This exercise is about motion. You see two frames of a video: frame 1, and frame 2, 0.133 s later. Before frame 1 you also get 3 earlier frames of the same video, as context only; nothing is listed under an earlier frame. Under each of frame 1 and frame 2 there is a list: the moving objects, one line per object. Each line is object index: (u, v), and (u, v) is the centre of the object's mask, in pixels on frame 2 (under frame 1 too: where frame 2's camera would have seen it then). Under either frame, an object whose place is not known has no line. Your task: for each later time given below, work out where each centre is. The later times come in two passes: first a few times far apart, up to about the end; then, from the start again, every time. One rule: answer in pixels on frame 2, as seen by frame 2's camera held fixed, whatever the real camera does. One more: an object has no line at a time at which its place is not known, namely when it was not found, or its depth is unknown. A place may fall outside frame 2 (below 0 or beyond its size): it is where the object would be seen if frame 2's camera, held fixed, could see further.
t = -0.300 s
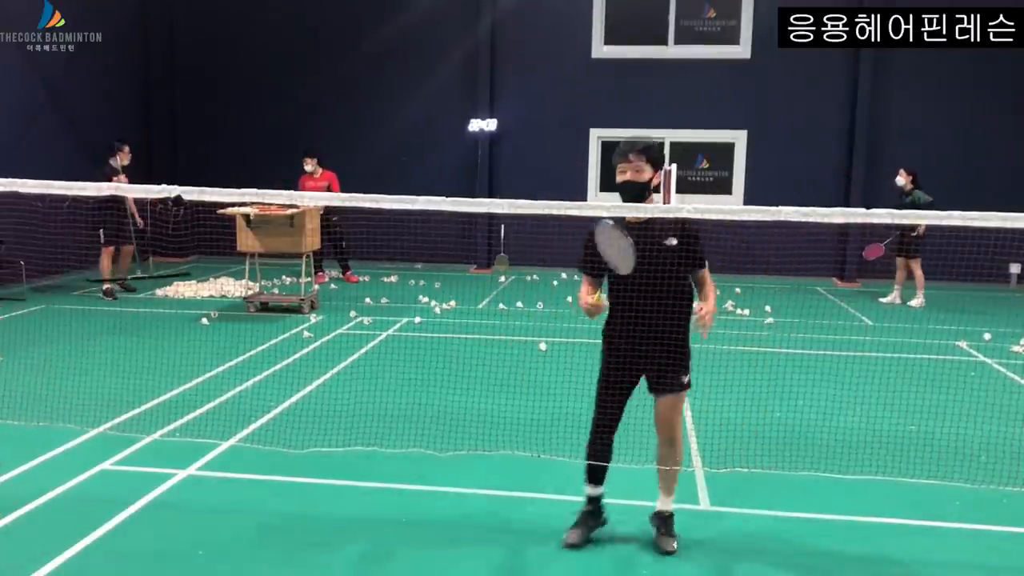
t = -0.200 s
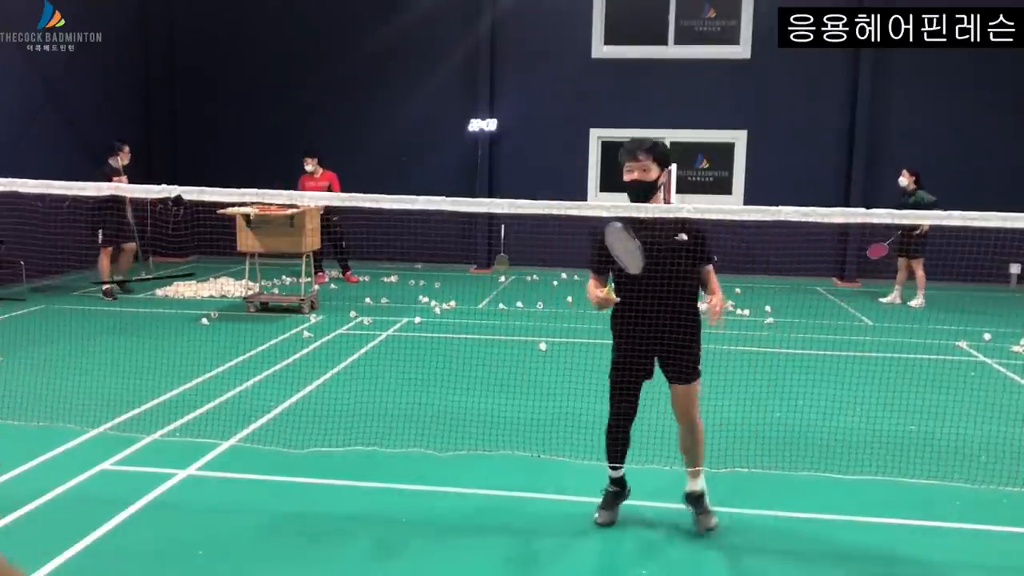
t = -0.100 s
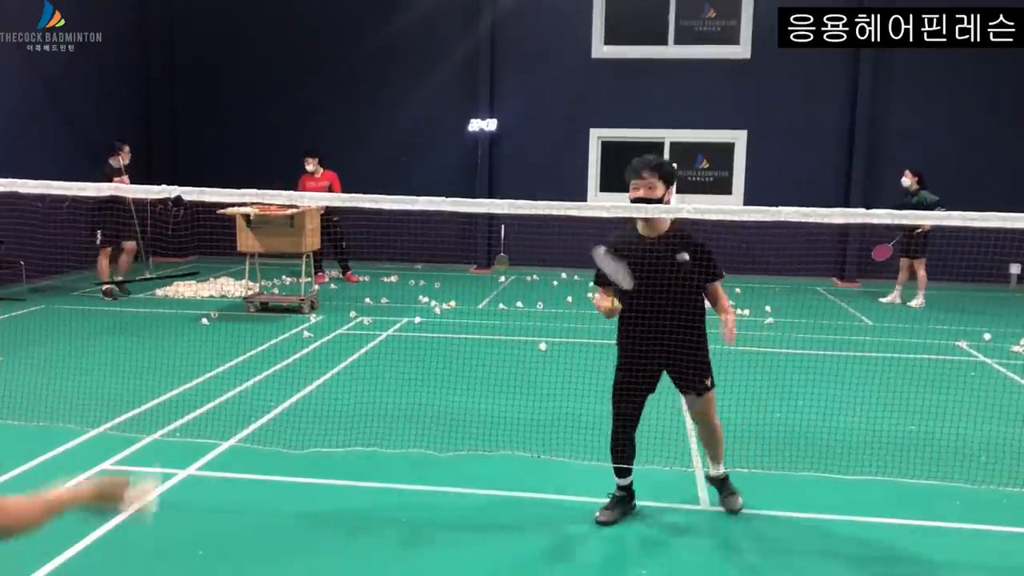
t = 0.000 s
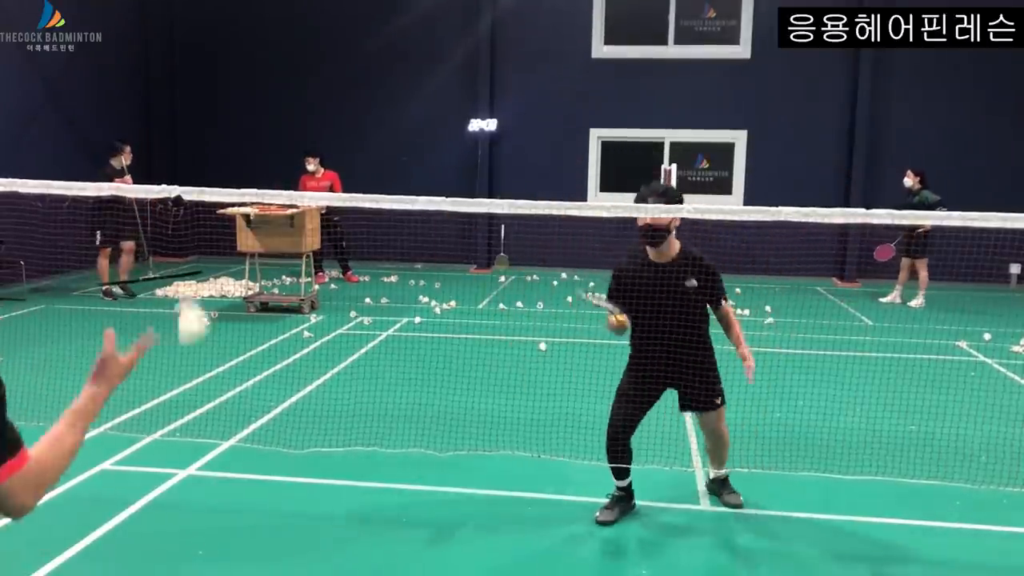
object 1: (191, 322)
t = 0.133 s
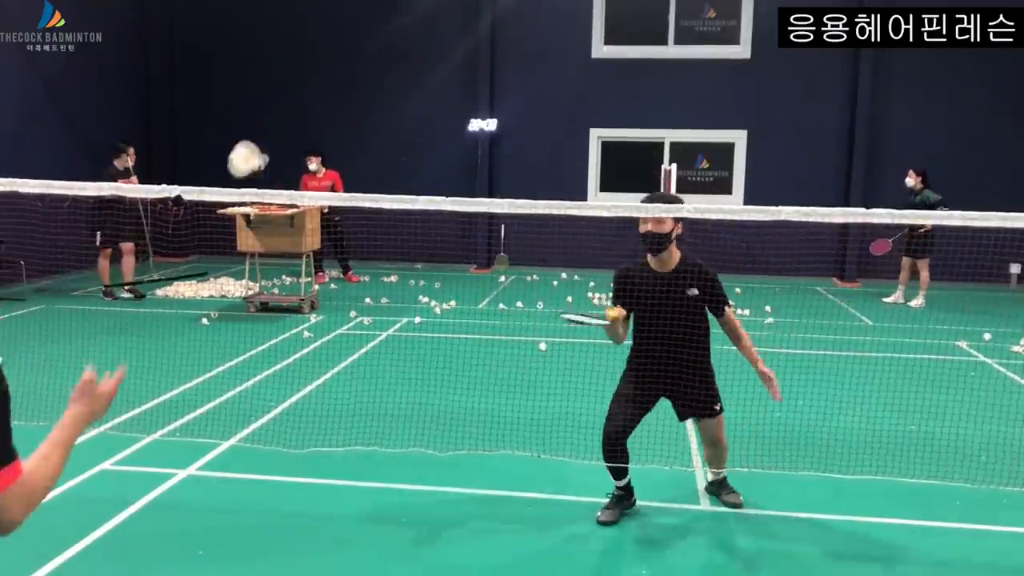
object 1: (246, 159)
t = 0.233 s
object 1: (293, 118)
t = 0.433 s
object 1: (363, 160)
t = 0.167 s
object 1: (263, 139)
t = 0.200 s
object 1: (278, 125)
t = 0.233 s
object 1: (293, 118)
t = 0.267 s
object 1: (307, 116)
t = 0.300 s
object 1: (325, 122)
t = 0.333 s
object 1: (331, 125)
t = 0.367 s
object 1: (342, 134)
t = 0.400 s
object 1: (353, 146)
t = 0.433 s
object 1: (363, 160)
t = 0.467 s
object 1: (373, 177)
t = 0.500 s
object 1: (382, 191)
